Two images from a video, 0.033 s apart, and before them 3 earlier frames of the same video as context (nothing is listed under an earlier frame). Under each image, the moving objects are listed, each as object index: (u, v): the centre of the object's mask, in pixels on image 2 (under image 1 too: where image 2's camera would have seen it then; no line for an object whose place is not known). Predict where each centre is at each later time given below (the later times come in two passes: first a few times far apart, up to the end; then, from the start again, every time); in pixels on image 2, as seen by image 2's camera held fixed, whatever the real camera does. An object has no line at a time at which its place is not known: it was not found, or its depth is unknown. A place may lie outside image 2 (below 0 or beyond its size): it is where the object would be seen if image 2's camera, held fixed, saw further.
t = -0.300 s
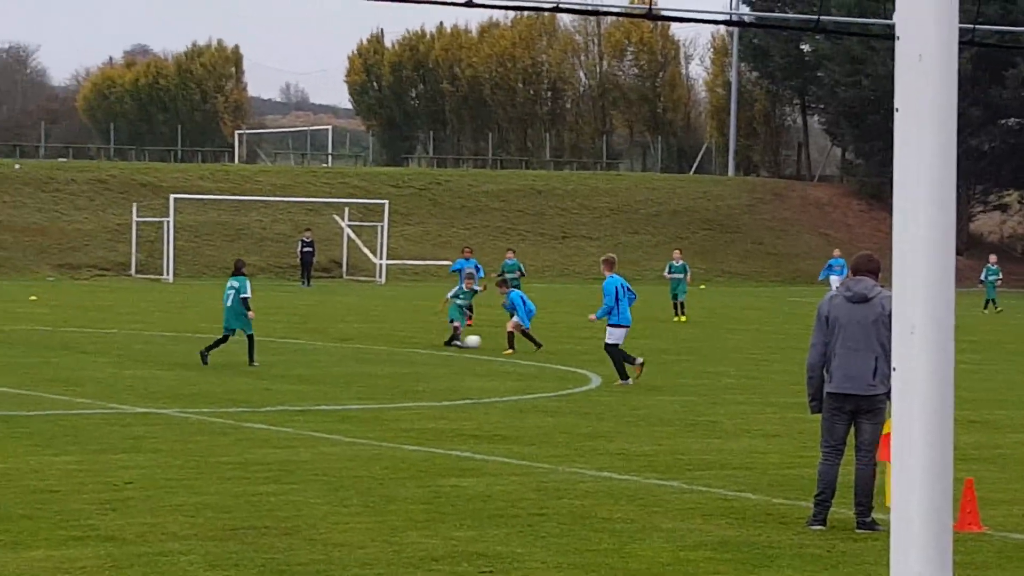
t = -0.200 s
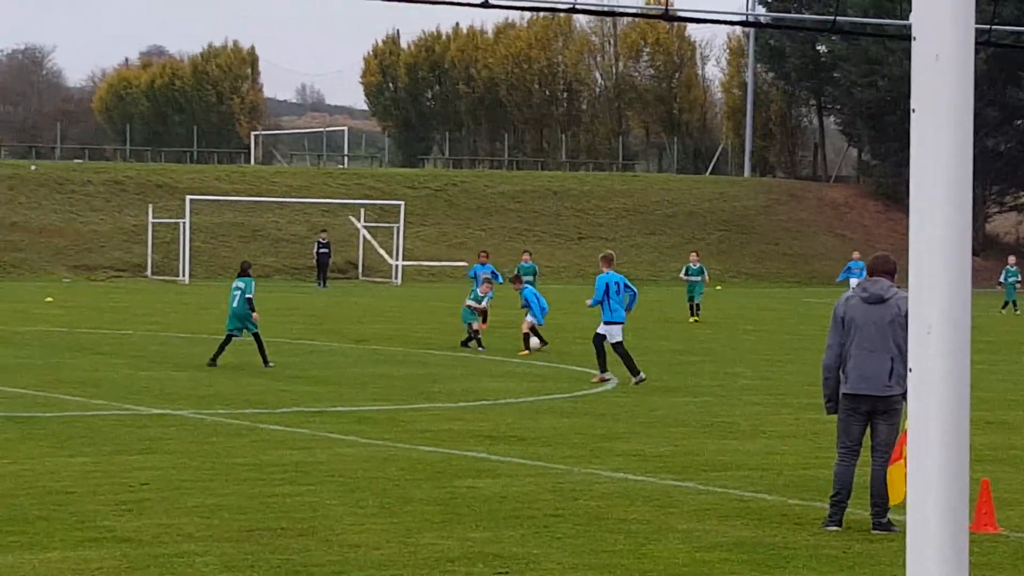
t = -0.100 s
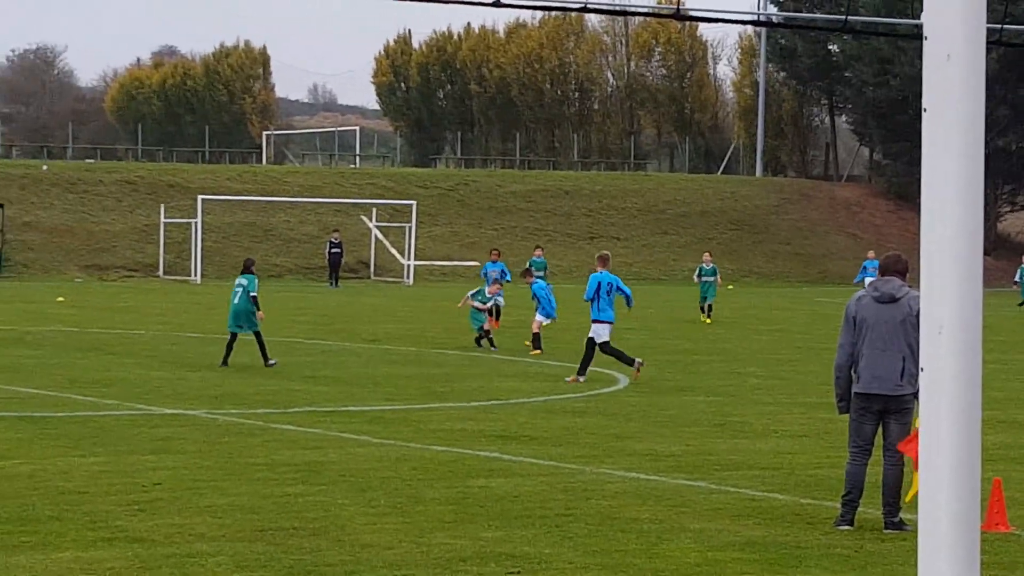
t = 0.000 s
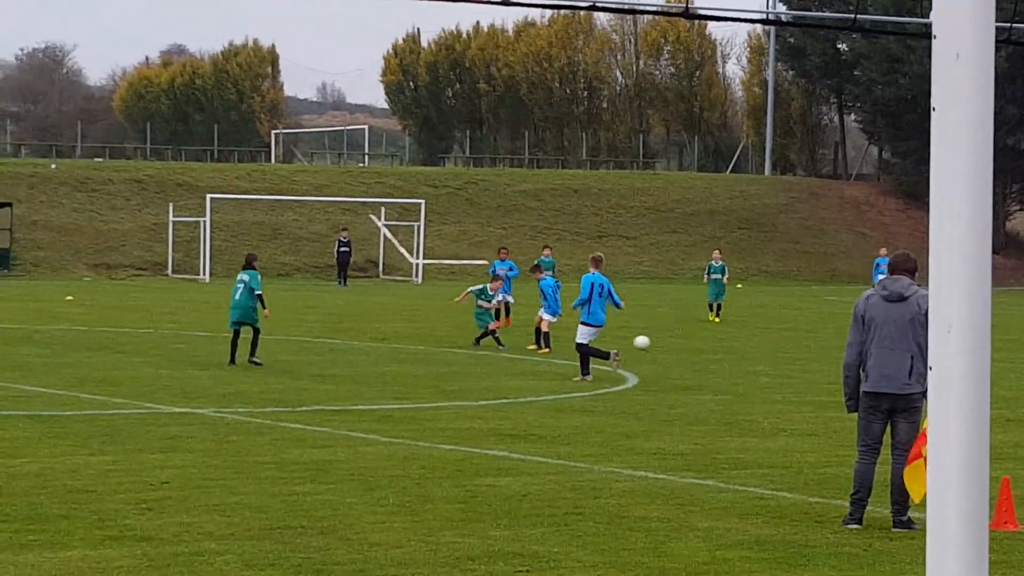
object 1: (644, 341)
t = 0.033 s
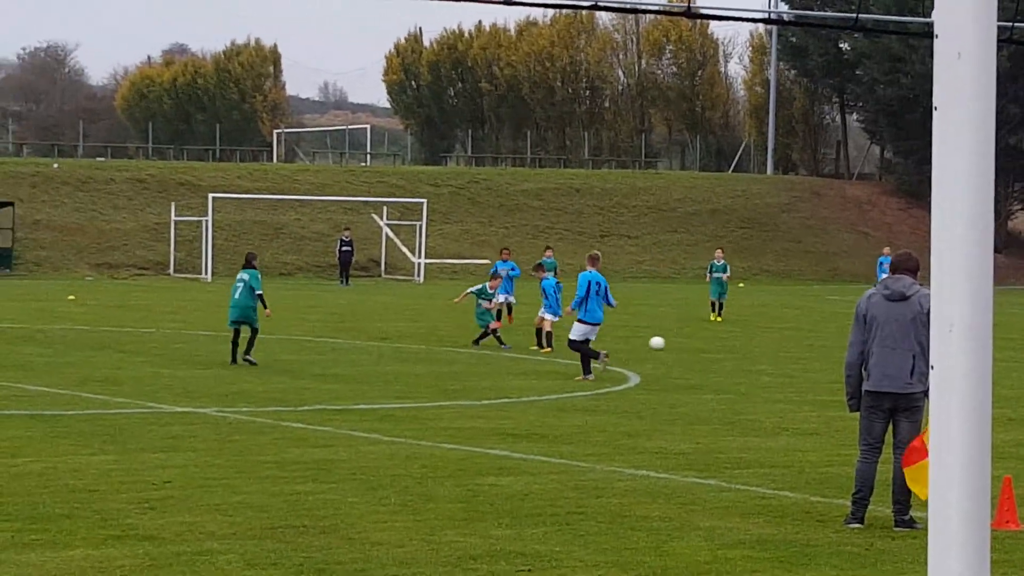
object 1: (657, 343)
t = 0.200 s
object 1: (713, 344)
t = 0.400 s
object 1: (776, 345)
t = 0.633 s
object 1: (843, 350)
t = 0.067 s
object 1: (670, 344)
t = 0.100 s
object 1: (681, 343)
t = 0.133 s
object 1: (692, 343)
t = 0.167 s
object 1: (702, 343)
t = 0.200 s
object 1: (713, 344)
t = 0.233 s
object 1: (724, 345)
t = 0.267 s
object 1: (734, 347)
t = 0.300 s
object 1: (744, 346)
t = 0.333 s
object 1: (755, 345)
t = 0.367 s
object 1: (765, 345)
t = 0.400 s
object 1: (776, 345)
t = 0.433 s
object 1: (786, 346)
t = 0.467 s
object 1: (796, 348)
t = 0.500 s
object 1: (807, 348)
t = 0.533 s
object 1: (817, 348)
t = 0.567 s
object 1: (827, 348)
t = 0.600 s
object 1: (837, 349)
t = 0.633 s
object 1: (843, 350)
